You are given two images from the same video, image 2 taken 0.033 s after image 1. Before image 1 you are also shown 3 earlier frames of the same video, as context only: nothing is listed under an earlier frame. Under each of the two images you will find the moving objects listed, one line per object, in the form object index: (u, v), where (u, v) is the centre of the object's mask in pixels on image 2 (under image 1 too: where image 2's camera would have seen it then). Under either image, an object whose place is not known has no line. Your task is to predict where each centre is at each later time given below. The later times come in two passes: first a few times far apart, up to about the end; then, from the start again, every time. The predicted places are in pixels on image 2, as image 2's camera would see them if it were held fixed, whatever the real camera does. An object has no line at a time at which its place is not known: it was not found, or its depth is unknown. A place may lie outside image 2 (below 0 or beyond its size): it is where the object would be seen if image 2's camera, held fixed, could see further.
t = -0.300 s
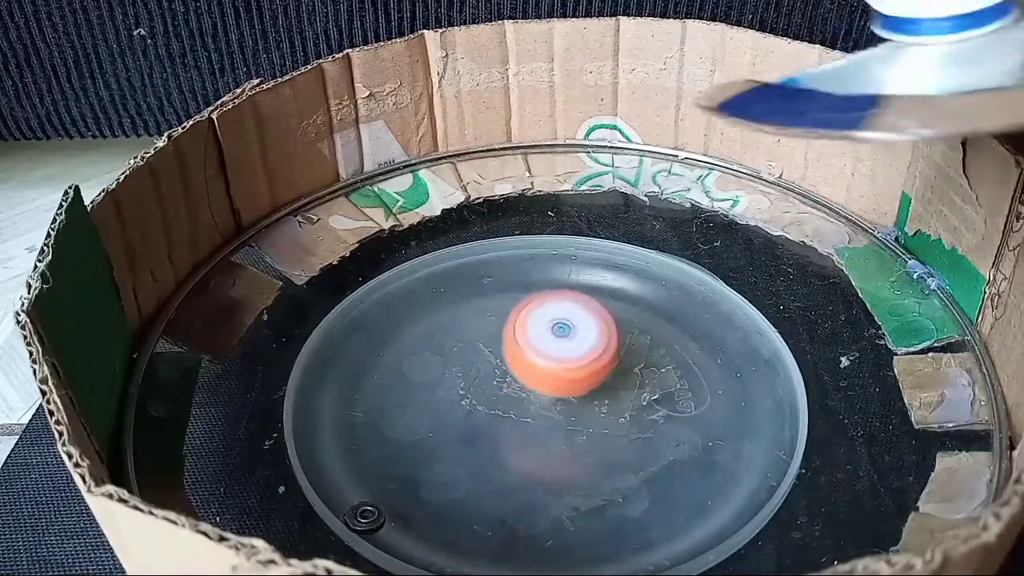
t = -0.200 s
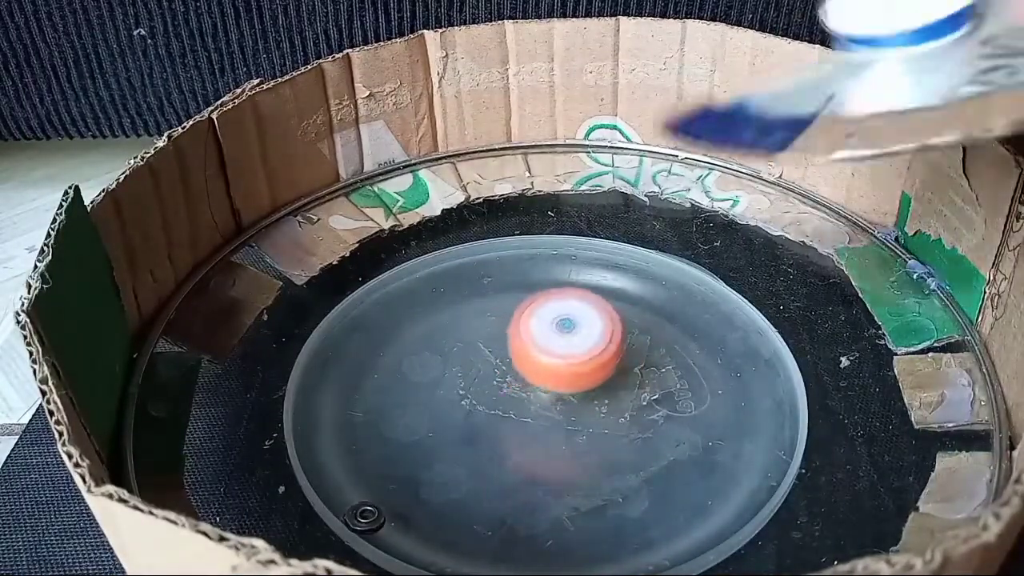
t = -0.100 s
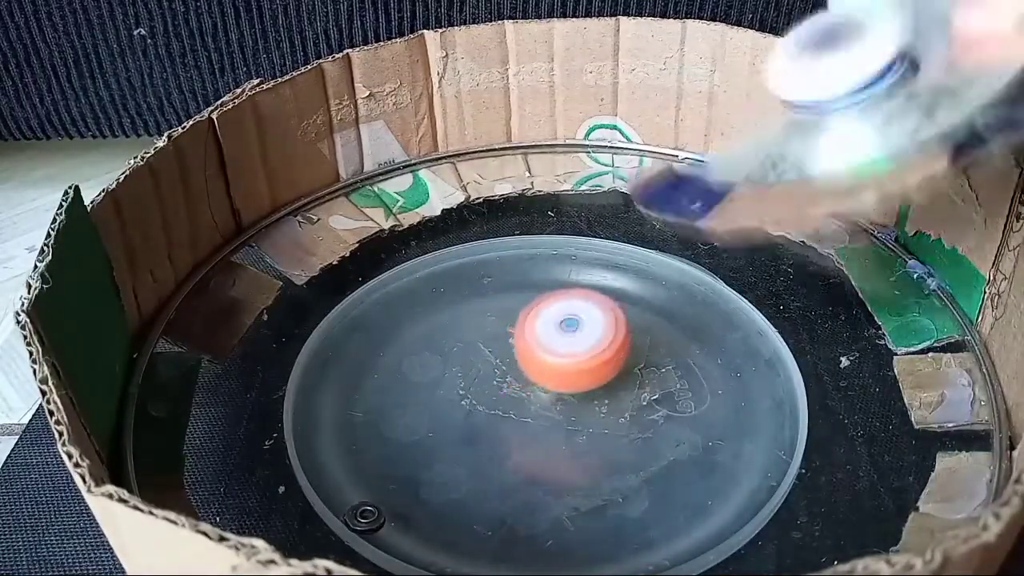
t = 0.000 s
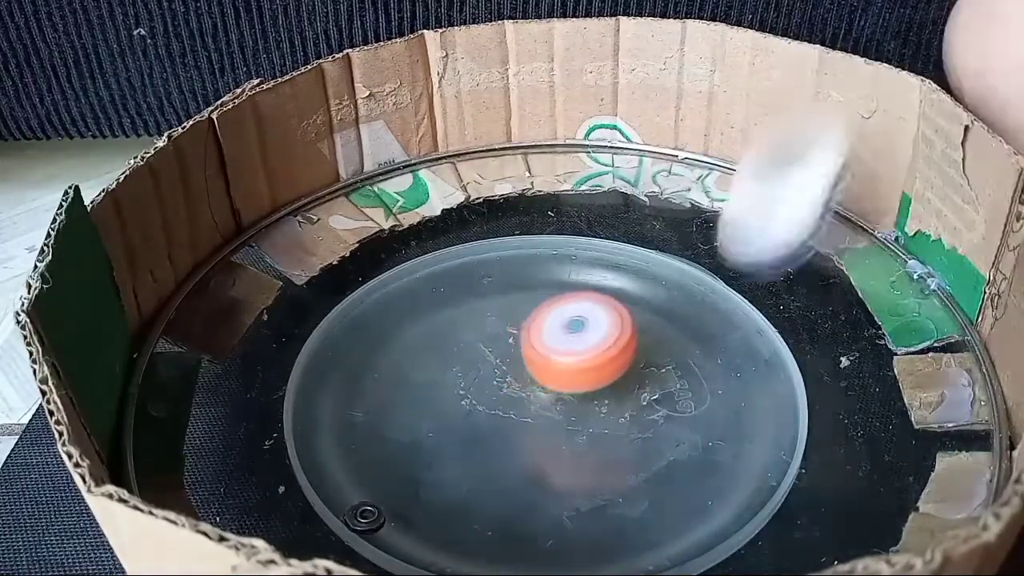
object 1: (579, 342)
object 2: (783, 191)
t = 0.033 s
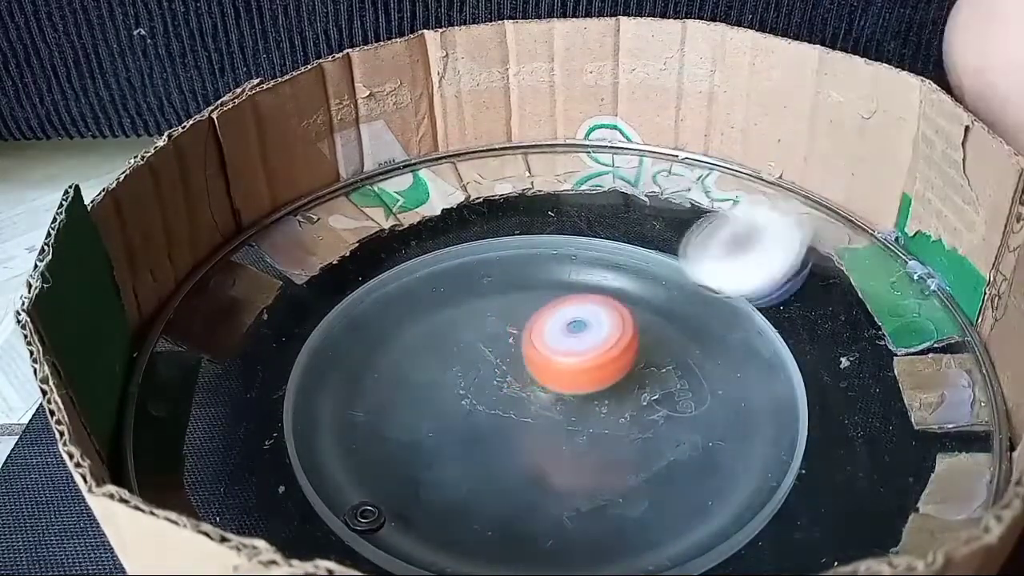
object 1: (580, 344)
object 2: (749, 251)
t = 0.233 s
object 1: (578, 354)
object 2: (433, 258)
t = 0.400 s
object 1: (564, 358)
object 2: (244, 234)
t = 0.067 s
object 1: (580, 346)
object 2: (702, 249)
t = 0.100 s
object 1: (579, 348)
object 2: (653, 257)
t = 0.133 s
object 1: (579, 349)
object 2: (597, 234)
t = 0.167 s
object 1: (580, 350)
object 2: (543, 227)
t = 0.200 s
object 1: (579, 352)
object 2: (485, 247)
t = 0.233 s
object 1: (578, 354)
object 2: (433, 258)
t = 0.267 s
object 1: (575, 354)
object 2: (384, 214)
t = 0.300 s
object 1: (573, 355)
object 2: (336, 199)
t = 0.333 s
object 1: (570, 356)
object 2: (291, 213)
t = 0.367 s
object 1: (567, 357)
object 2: (260, 242)
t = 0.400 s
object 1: (564, 358)
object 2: (244, 234)
